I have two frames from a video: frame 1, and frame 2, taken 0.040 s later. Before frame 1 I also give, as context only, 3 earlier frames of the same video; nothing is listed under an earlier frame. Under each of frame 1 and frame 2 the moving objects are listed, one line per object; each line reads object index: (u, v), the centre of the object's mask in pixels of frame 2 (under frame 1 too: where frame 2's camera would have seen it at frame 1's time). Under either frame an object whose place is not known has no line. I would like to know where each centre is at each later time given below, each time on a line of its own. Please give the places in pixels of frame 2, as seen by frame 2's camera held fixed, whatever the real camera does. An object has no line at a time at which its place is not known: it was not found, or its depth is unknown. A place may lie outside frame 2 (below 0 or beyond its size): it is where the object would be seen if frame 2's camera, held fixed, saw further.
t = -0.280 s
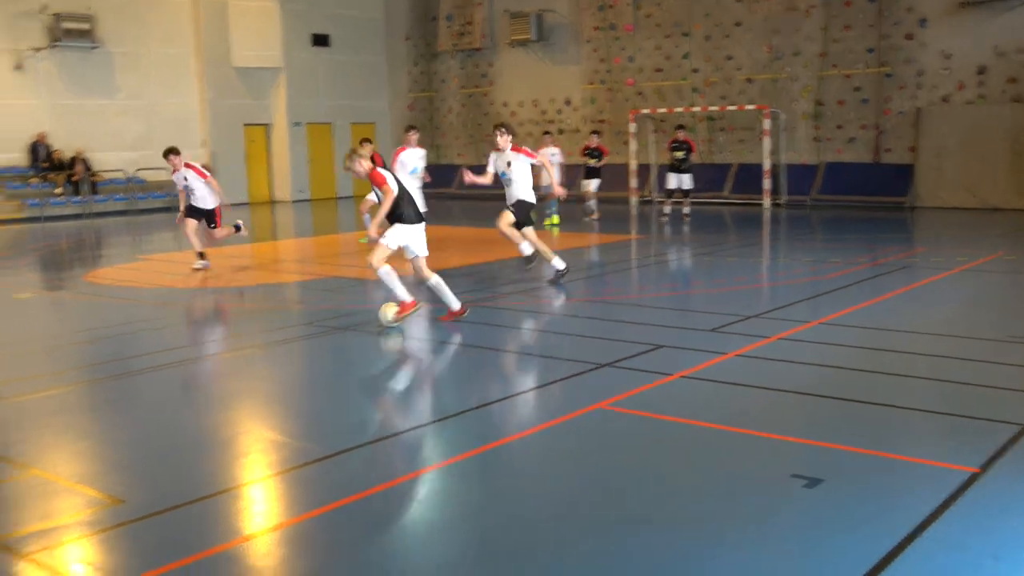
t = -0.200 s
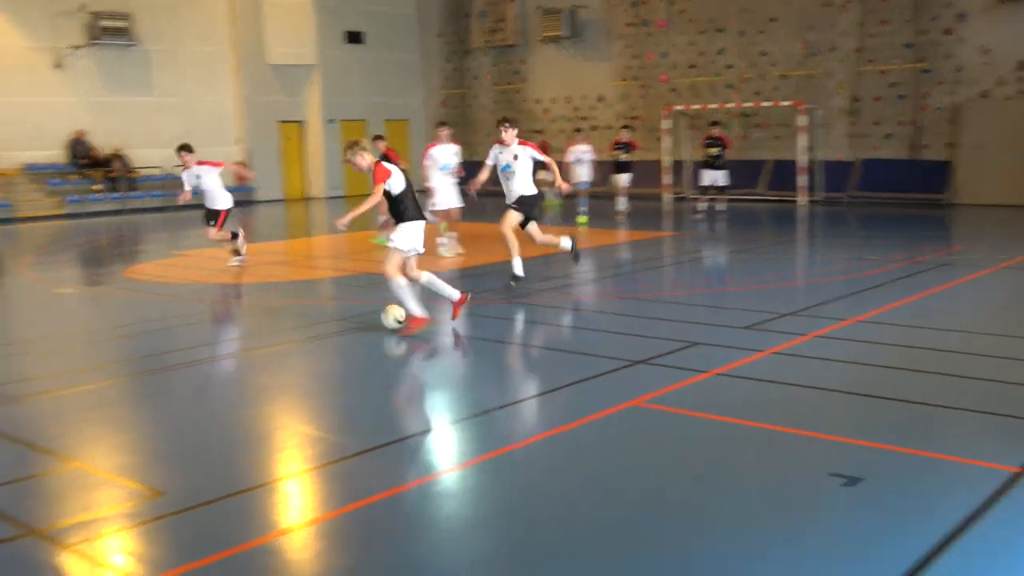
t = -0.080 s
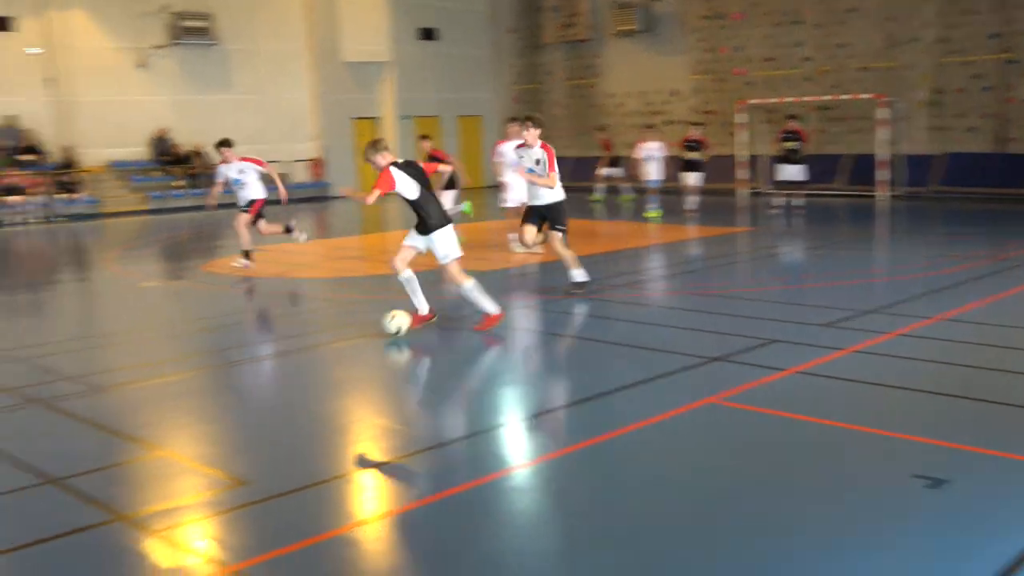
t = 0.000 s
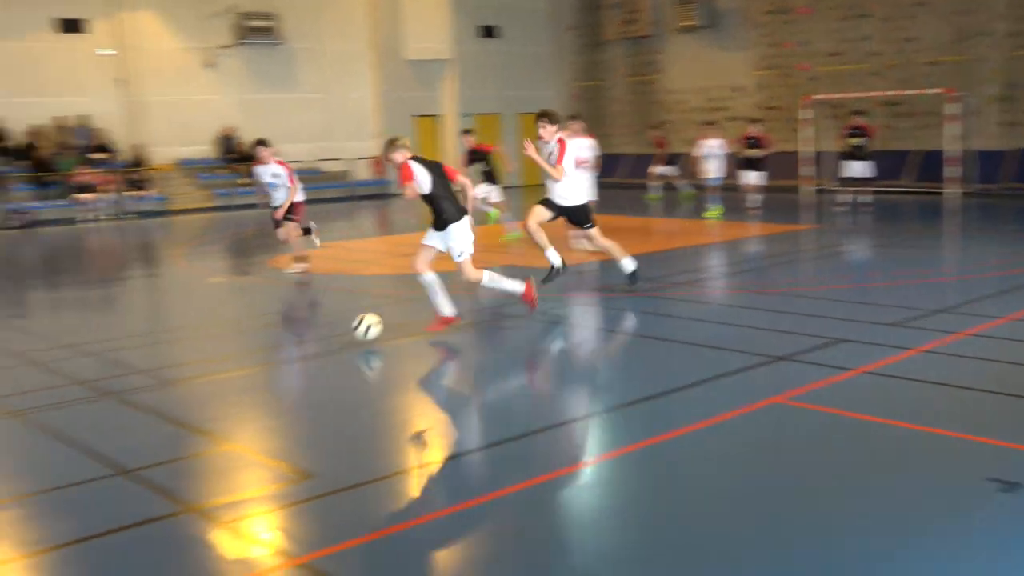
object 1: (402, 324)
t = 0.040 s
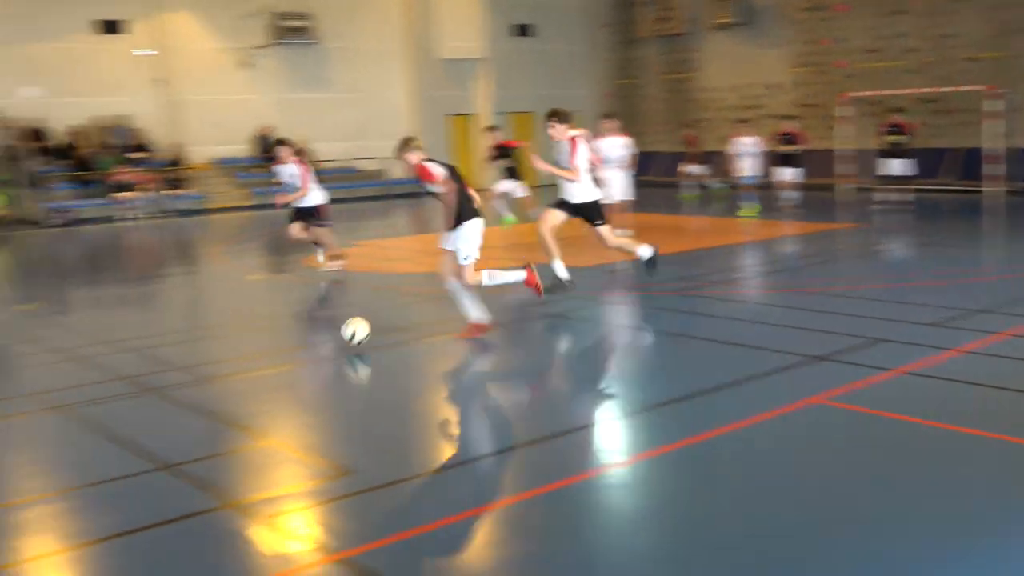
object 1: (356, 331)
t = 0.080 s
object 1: (309, 338)
